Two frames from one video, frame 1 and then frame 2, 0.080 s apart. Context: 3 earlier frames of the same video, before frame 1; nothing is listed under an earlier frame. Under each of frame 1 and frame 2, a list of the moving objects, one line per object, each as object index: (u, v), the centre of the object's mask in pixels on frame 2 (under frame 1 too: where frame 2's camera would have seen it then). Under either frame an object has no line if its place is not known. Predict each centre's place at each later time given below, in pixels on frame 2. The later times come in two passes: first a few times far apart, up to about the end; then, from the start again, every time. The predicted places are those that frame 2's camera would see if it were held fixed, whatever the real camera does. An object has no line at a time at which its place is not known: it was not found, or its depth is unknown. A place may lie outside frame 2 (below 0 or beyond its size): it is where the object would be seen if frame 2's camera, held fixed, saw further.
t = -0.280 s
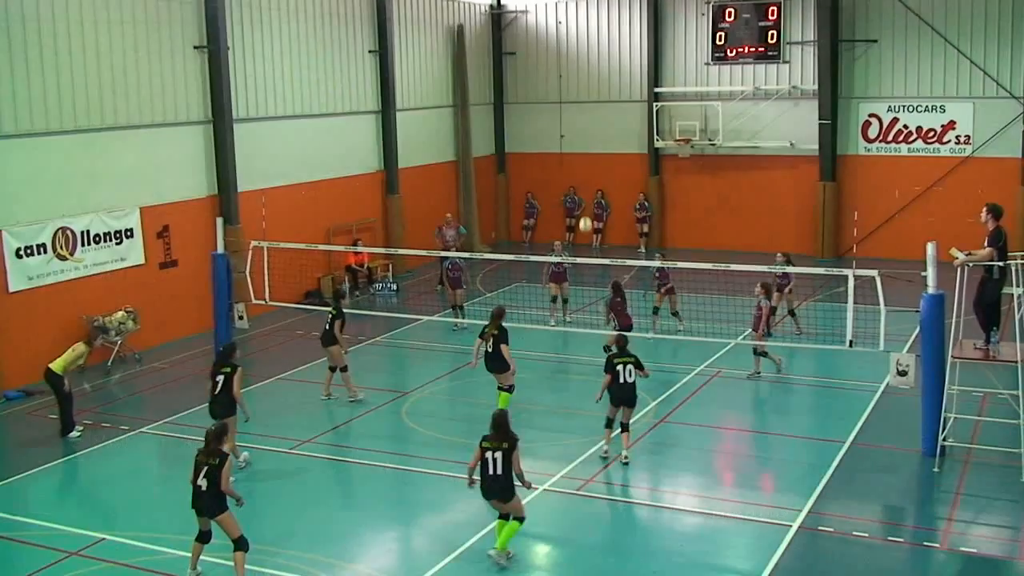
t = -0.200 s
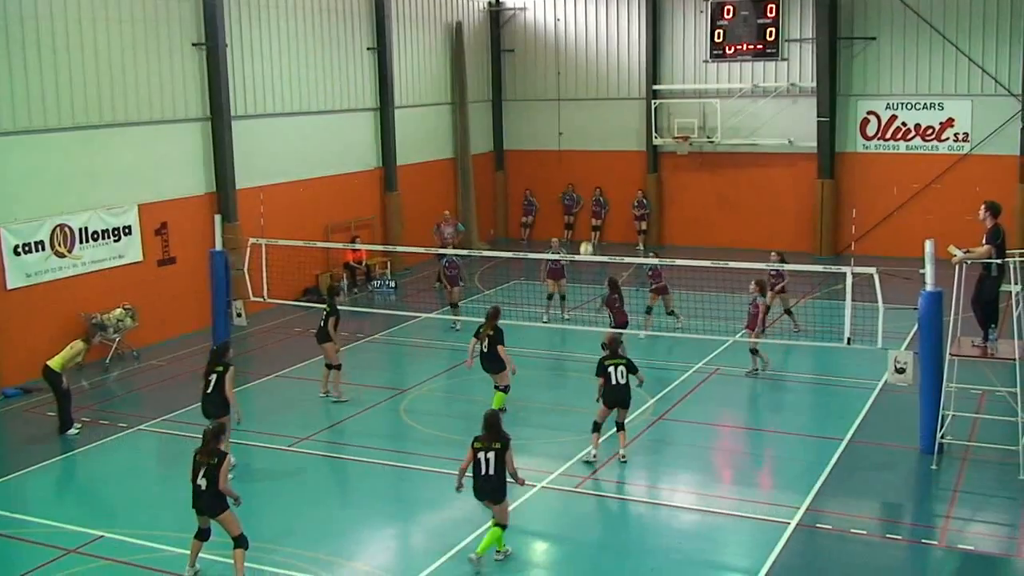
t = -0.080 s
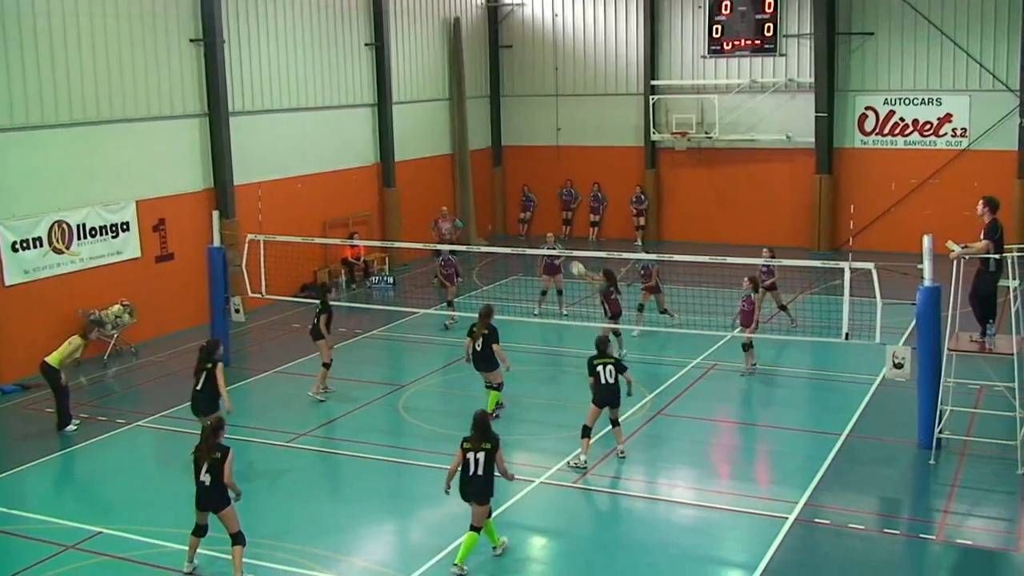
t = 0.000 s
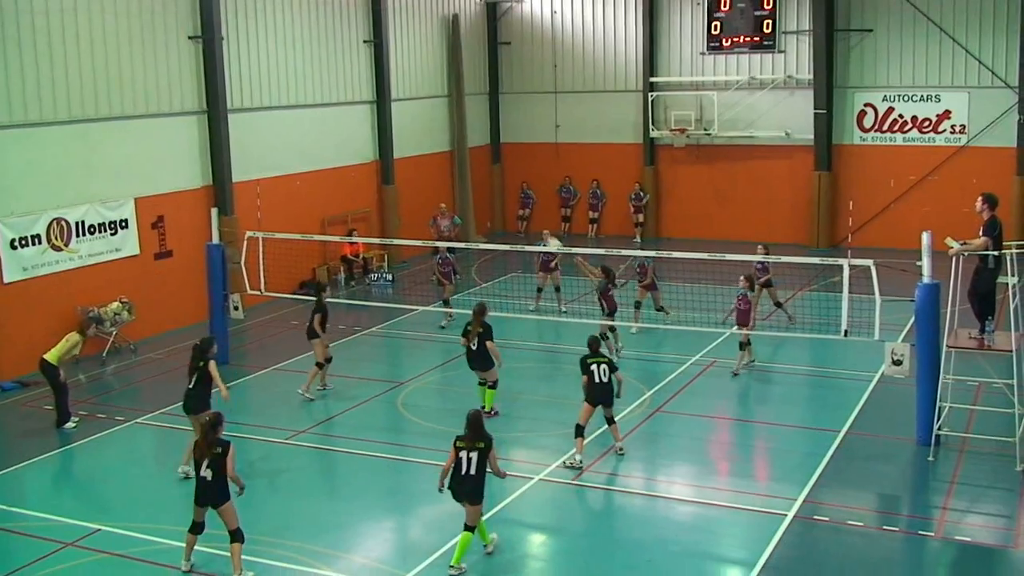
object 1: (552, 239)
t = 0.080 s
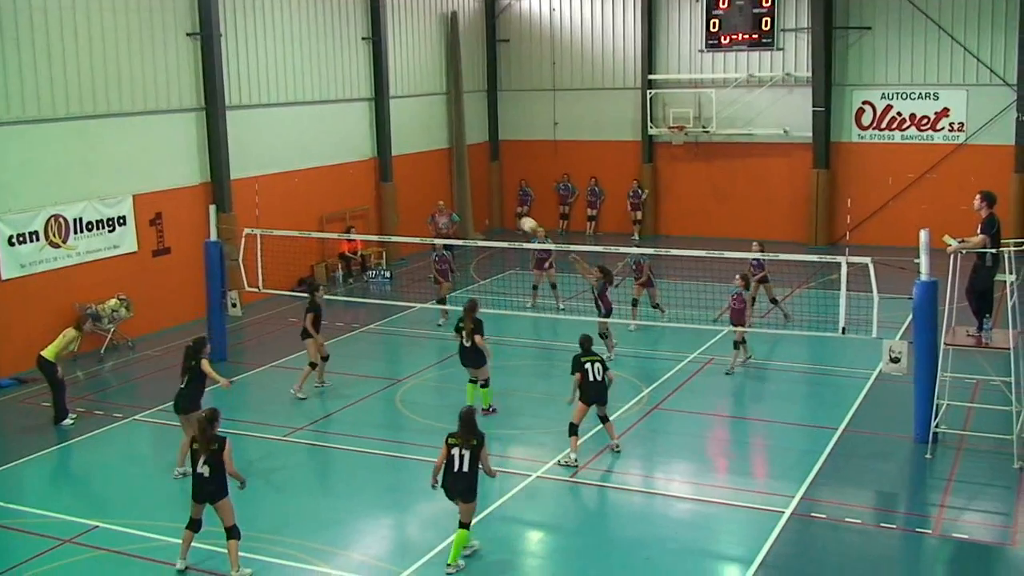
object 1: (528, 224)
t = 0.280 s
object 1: (465, 198)
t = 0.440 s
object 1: (409, 197)
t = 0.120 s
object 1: (516, 217)
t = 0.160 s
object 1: (504, 211)
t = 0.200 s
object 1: (491, 205)
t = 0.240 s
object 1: (478, 201)
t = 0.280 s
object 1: (465, 198)
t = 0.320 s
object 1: (451, 195)
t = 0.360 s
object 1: (438, 195)
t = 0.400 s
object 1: (423, 195)
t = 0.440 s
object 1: (409, 197)
